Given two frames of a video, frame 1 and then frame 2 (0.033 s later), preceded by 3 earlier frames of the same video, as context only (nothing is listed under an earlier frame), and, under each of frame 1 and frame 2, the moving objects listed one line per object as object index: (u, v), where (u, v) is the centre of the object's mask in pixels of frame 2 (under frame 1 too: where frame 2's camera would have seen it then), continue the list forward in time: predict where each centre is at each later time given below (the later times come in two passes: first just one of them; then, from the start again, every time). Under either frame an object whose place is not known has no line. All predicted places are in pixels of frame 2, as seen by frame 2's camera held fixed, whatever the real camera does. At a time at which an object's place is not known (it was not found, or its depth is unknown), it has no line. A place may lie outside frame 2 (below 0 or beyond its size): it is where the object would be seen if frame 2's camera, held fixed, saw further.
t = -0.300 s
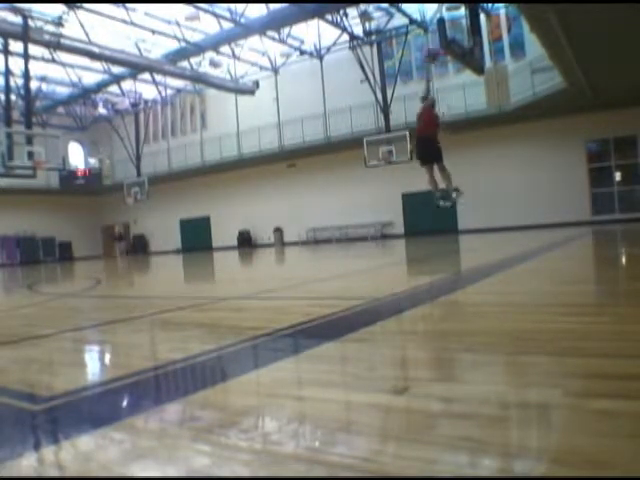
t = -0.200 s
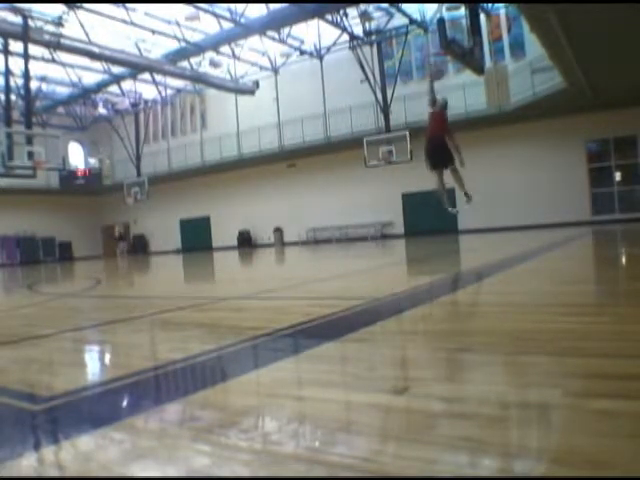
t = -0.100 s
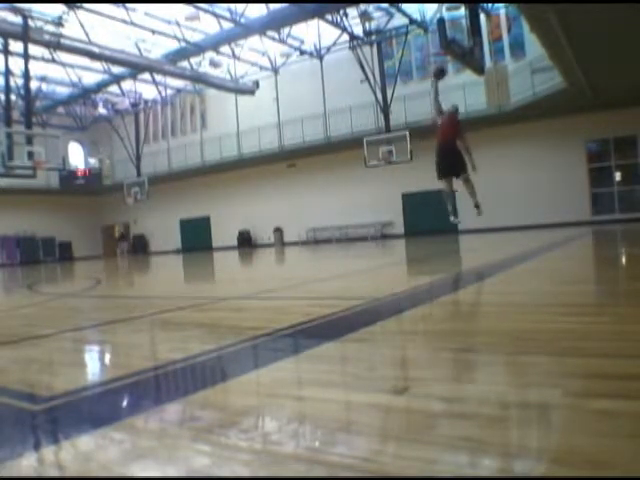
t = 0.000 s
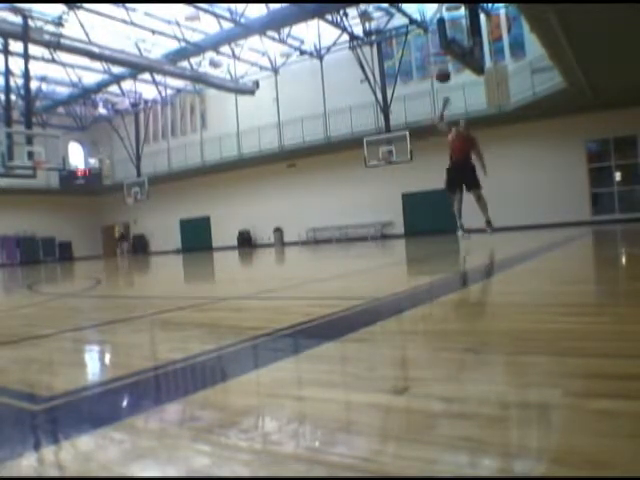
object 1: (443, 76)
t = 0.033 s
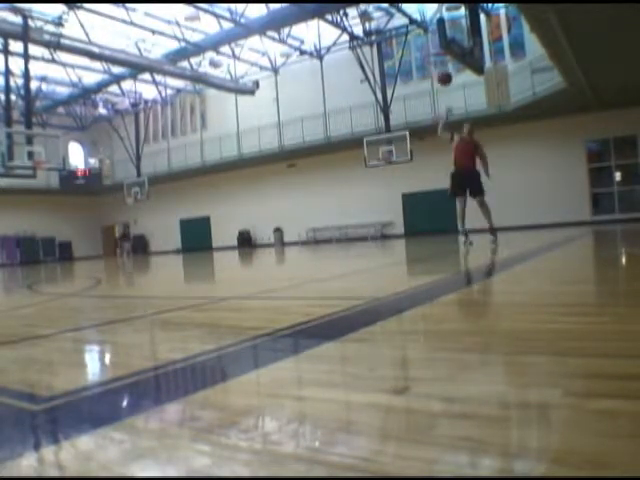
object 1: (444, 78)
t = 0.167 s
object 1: (451, 95)
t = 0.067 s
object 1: (446, 81)
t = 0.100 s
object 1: (448, 85)
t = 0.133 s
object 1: (450, 89)
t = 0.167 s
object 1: (451, 95)
